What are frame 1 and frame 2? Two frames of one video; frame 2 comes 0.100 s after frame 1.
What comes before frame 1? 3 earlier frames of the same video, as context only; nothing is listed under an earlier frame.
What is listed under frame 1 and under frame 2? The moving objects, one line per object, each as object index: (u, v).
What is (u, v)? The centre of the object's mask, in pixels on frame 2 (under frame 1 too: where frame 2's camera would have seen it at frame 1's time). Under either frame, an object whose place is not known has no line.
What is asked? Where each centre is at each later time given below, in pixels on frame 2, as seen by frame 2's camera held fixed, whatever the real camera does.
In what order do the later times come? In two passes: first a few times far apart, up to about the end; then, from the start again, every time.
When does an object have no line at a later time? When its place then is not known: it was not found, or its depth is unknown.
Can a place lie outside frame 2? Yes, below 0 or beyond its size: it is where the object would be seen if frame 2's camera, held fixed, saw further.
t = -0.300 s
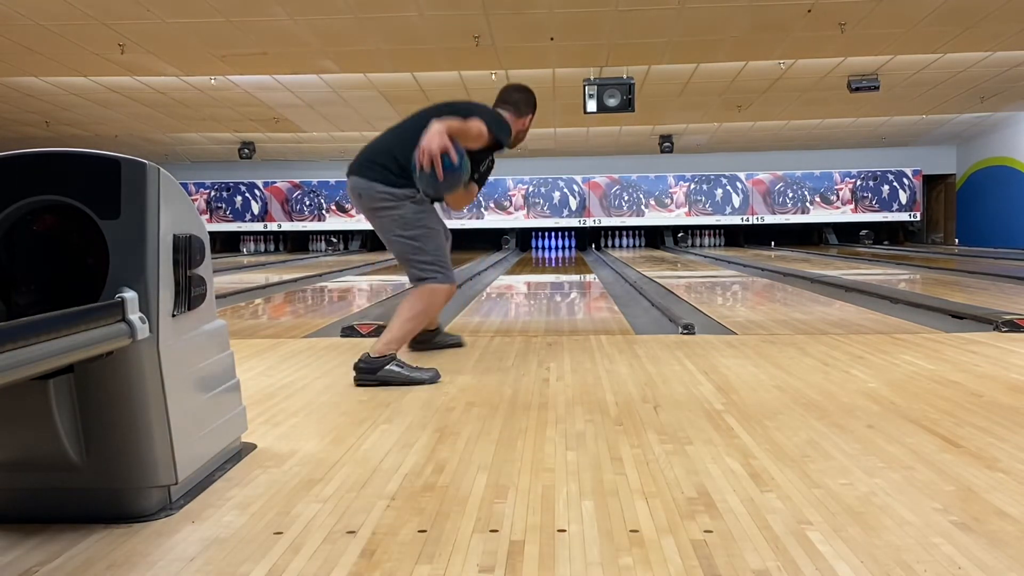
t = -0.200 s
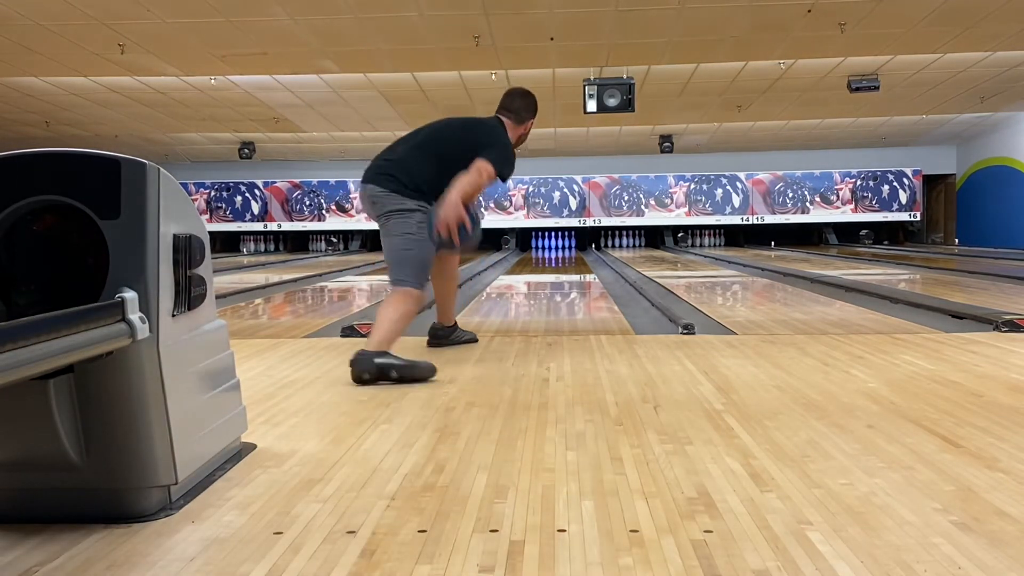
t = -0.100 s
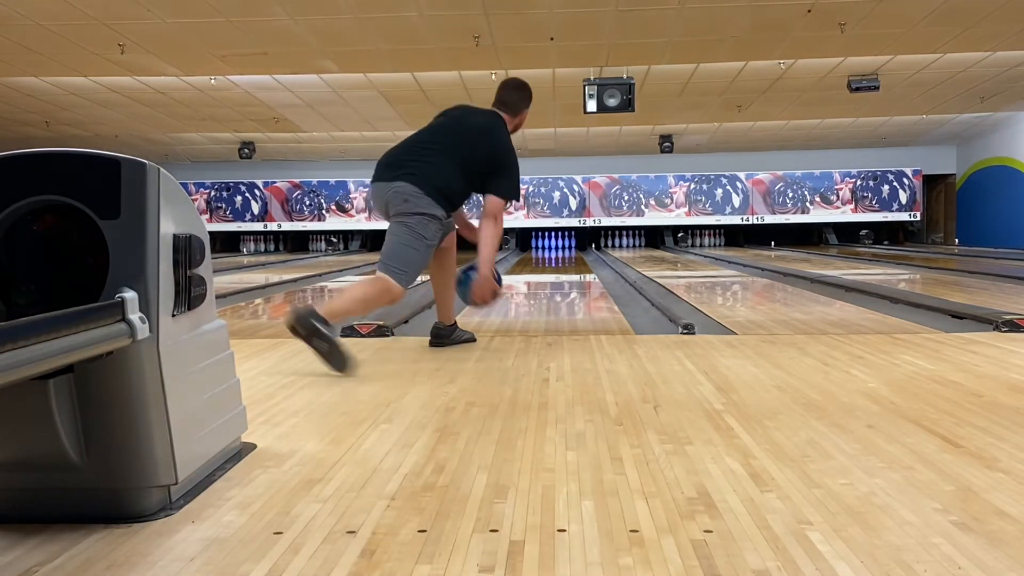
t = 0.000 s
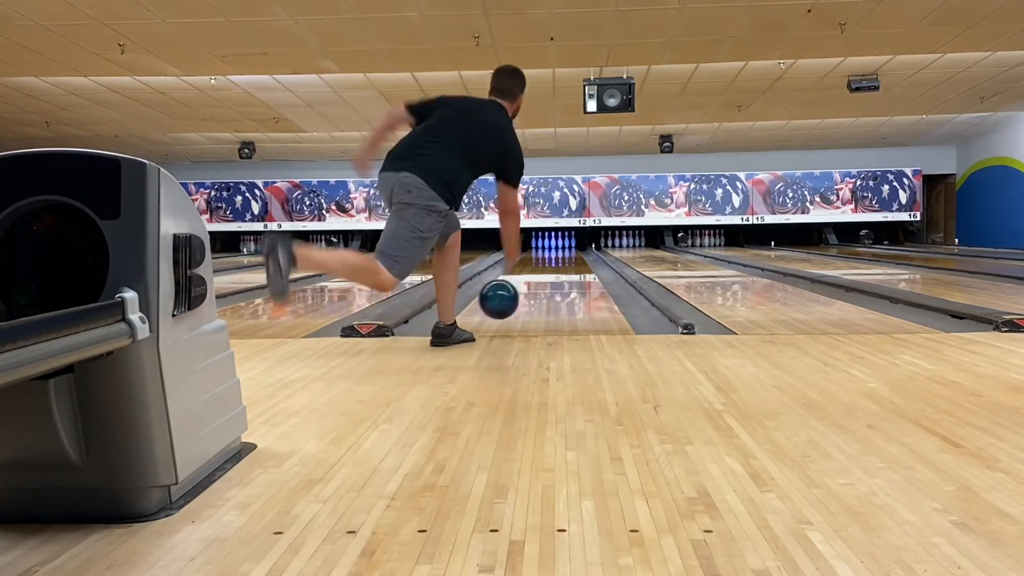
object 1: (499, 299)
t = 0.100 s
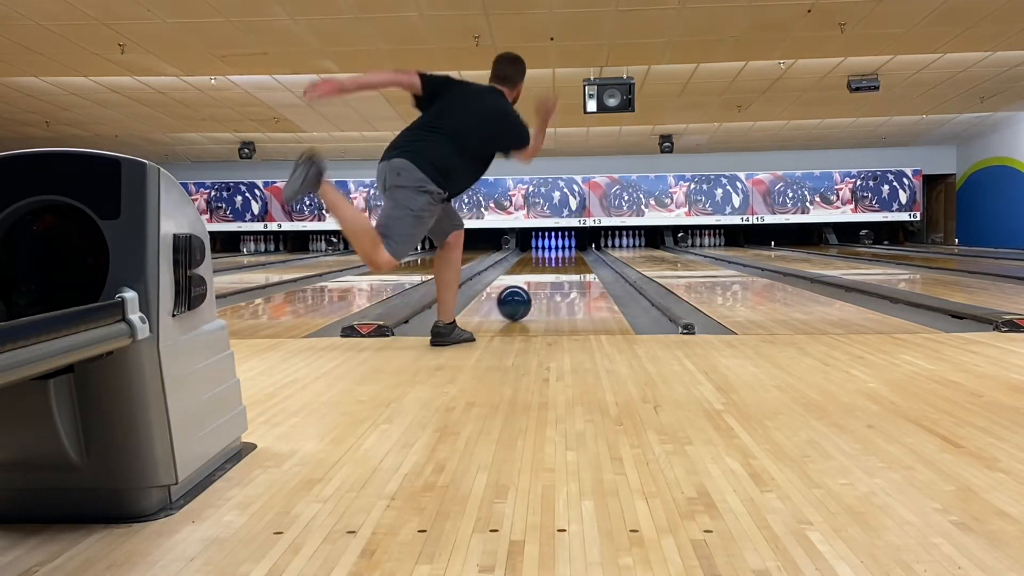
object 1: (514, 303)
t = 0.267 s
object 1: (532, 289)
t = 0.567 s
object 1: (553, 273)
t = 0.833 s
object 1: (563, 264)
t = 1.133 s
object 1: (571, 258)
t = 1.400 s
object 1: (574, 253)
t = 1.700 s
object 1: (575, 249)
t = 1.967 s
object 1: (570, 247)
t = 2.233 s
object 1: (563, 245)
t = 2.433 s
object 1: (558, 244)
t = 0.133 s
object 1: (518, 298)
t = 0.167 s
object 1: (522, 296)
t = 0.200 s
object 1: (526, 294)
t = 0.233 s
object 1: (529, 291)
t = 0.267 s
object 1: (532, 289)
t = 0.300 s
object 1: (535, 286)
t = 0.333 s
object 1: (538, 284)
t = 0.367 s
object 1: (540, 282)
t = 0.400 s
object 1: (543, 280)
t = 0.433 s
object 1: (545, 279)
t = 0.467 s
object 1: (547, 277)
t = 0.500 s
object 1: (549, 276)
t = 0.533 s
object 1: (551, 274)
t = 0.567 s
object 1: (553, 273)
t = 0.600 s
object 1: (554, 271)
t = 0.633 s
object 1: (555, 270)
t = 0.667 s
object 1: (557, 269)
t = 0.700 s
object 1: (558, 268)
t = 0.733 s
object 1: (560, 267)
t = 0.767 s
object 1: (561, 266)
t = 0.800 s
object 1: (562, 265)
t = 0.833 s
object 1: (563, 264)
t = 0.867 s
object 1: (564, 263)
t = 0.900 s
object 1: (565, 263)
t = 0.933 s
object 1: (566, 262)
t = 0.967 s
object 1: (567, 261)
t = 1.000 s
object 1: (568, 260)
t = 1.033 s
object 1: (569, 259)
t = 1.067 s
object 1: (569, 259)
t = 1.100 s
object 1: (570, 258)
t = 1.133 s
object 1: (571, 258)
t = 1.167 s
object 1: (571, 257)
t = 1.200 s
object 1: (572, 256)
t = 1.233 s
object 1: (572, 256)
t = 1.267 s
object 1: (573, 255)
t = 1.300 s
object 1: (573, 255)
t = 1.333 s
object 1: (574, 254)
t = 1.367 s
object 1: (574, 253)
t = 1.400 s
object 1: (574, 253)
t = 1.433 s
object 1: (574, 253)
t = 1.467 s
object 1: (575, 252)
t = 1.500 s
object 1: (575, 252)
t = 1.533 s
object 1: (575, 251)
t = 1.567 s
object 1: (575, 251)
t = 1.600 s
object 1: (575, 250)
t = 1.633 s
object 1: (575, 250)
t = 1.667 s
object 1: (575, 250)
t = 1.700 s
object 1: (575, 249)
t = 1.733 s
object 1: (574, 249)
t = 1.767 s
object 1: (574, 249)
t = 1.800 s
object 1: (574, 248)
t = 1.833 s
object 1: (574, 248)
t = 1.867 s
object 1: (573, 248)
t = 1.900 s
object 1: (572, 247)
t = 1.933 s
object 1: (572, 247)
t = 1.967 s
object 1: (570, 247)
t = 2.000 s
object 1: (570, 247)
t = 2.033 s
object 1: (569, 246)
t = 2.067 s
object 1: (568, 246)
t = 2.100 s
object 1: (567, 246)
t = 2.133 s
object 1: (566, 246)
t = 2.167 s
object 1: (565, 245)
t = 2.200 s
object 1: (564, 246)
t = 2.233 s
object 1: (563, 245)
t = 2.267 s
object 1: (562, 245)
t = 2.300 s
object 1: (561, 245)
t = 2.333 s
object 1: (560, 245)
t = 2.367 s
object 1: (559, 245)
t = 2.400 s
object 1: (559, 245)
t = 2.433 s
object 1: (558, 244)
